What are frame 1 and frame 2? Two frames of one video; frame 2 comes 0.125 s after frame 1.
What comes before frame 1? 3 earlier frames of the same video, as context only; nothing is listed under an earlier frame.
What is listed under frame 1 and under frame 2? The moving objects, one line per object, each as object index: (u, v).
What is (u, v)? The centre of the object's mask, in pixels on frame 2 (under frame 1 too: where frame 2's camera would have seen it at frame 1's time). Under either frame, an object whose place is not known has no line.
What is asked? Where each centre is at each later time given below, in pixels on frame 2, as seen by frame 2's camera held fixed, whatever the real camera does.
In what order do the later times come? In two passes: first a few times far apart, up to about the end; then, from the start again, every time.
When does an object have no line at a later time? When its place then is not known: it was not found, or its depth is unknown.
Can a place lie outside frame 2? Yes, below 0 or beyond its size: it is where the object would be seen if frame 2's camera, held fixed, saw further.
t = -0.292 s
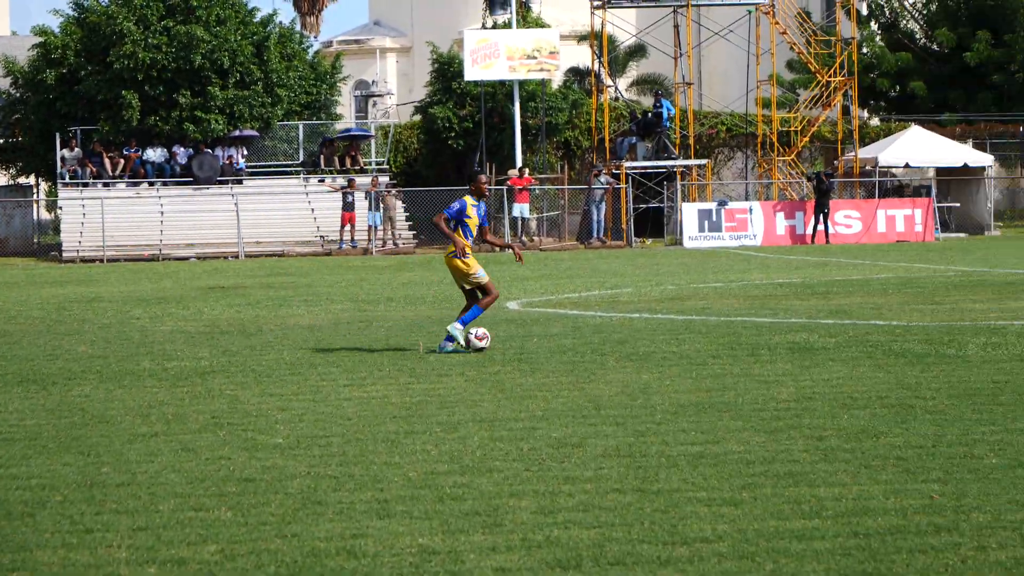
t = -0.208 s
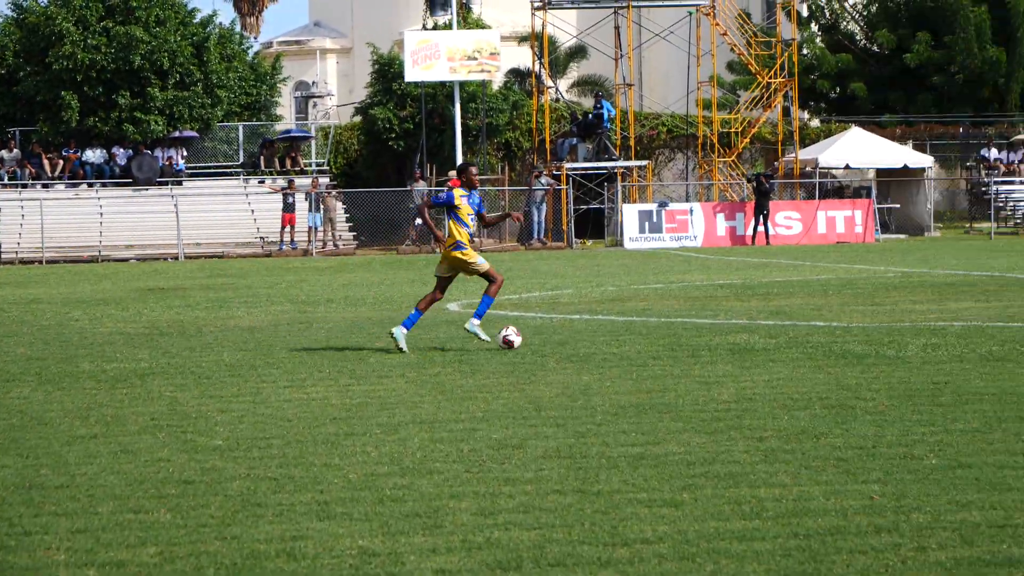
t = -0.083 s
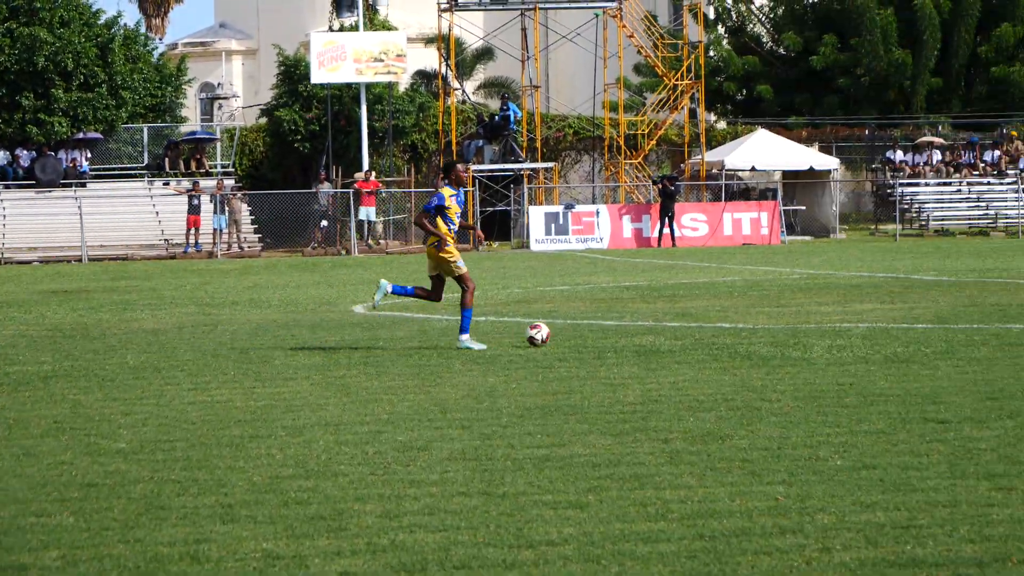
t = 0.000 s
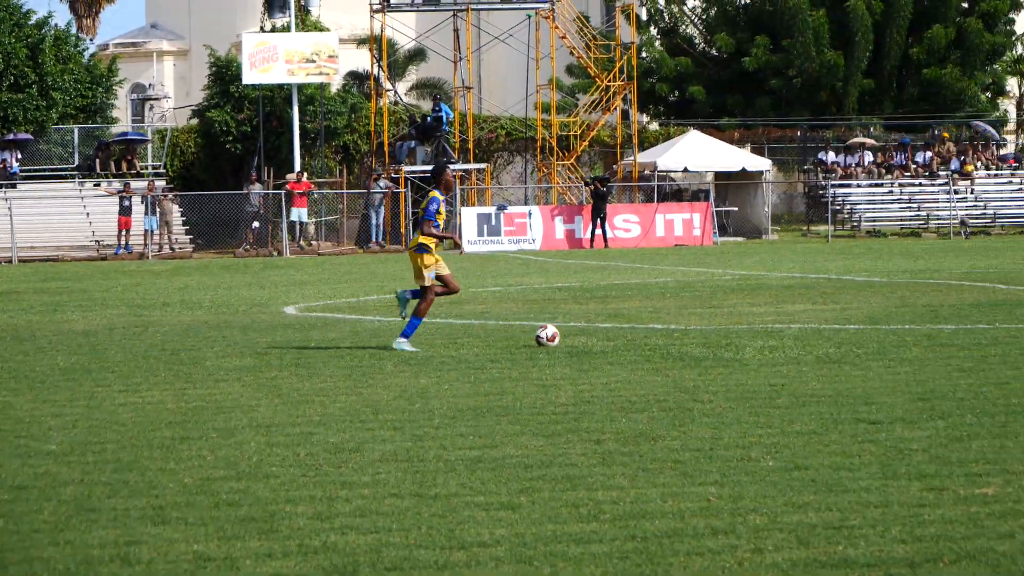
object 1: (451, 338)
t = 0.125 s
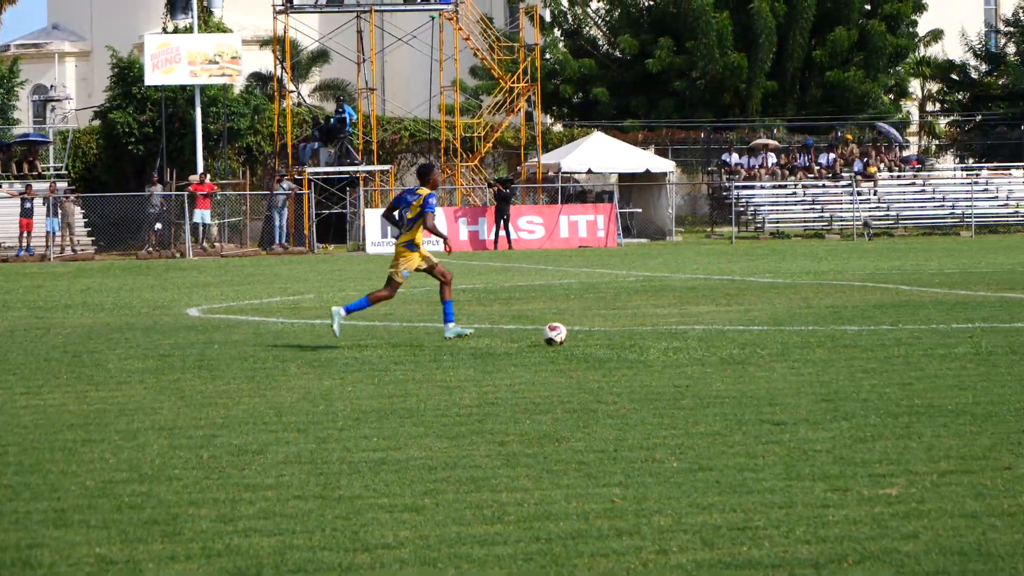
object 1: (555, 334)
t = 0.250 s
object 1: (645, 332)
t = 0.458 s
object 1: (775, 328)
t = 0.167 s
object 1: (587, 334)
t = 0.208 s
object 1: (616, 333)
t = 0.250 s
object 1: (645, 332)
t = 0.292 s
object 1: (673, 331)
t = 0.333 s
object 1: (699, 331)
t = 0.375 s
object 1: (725, 330)
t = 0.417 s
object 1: (751, 329)
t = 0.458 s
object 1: (775, 328)
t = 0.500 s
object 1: (800, 327)
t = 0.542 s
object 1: (824, 326)
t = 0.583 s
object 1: (848, 325)
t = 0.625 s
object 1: (872, 325)
